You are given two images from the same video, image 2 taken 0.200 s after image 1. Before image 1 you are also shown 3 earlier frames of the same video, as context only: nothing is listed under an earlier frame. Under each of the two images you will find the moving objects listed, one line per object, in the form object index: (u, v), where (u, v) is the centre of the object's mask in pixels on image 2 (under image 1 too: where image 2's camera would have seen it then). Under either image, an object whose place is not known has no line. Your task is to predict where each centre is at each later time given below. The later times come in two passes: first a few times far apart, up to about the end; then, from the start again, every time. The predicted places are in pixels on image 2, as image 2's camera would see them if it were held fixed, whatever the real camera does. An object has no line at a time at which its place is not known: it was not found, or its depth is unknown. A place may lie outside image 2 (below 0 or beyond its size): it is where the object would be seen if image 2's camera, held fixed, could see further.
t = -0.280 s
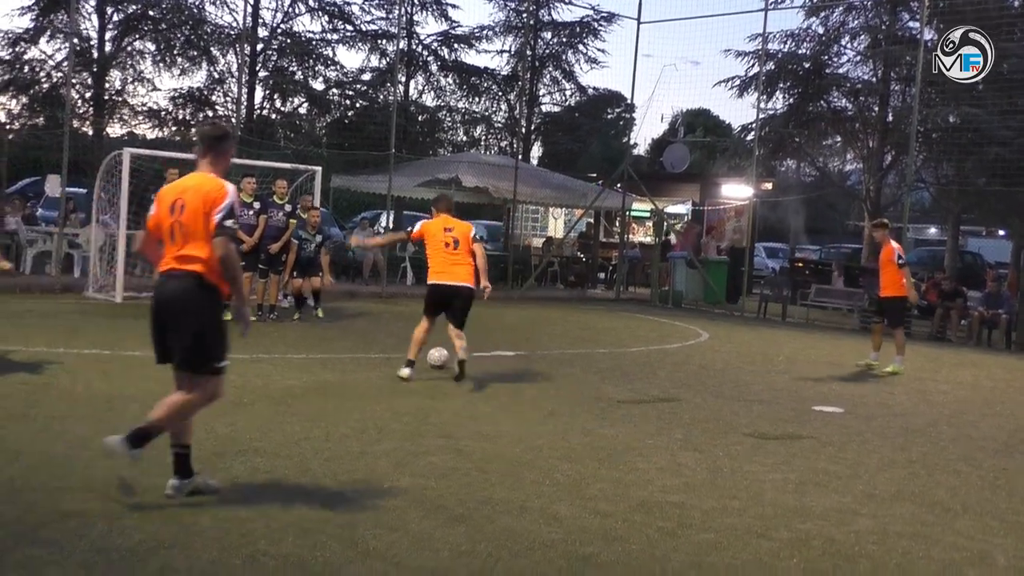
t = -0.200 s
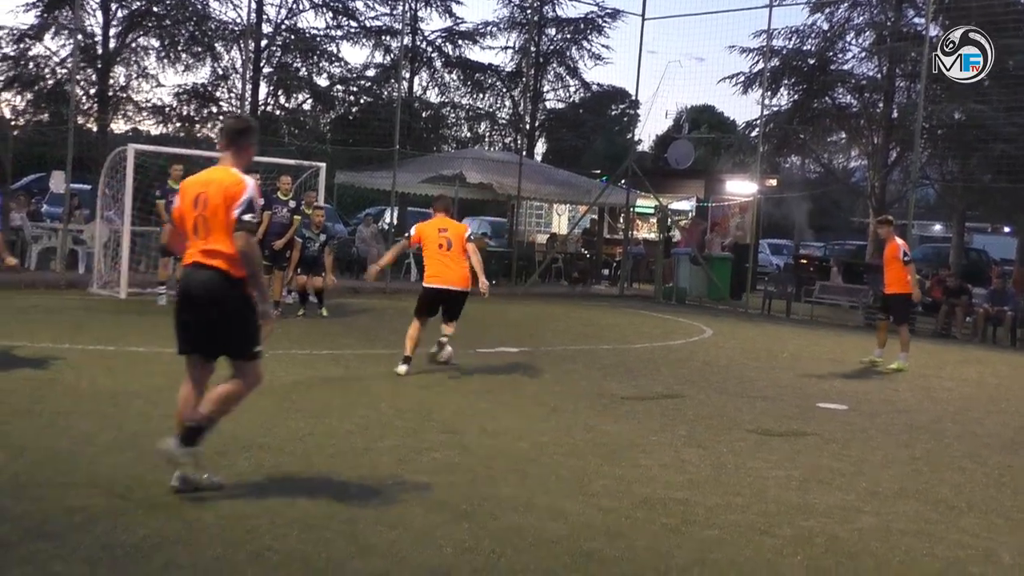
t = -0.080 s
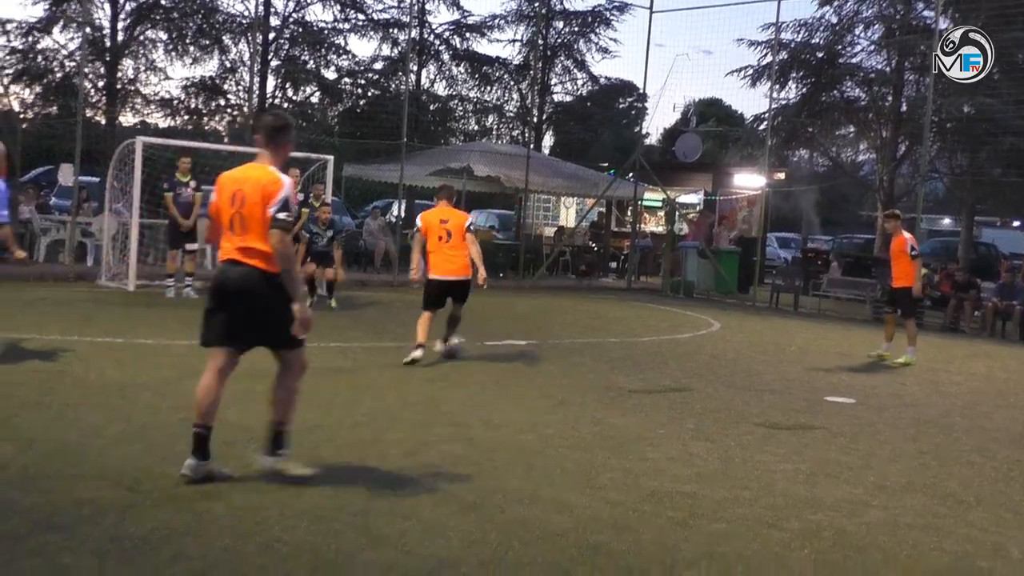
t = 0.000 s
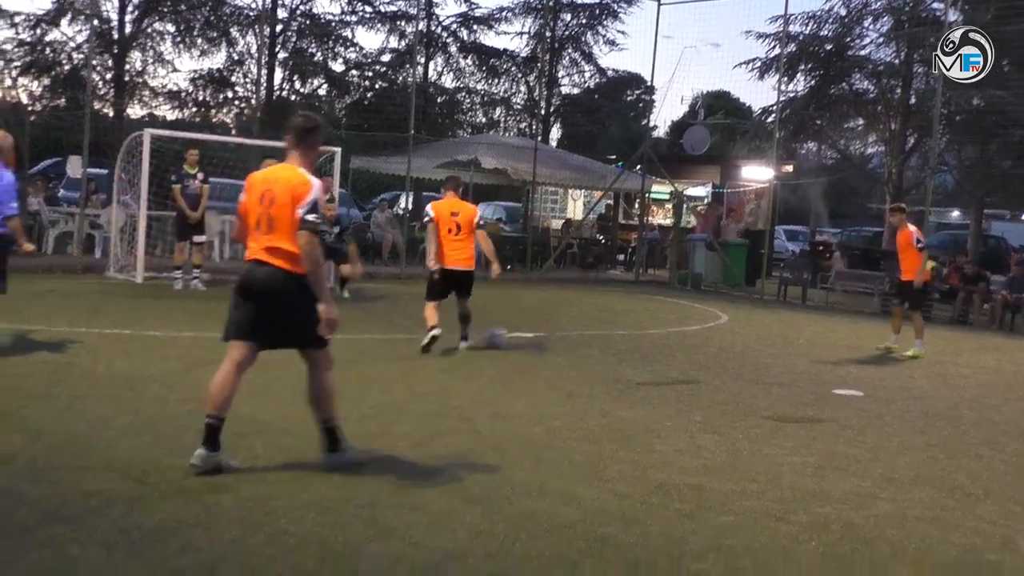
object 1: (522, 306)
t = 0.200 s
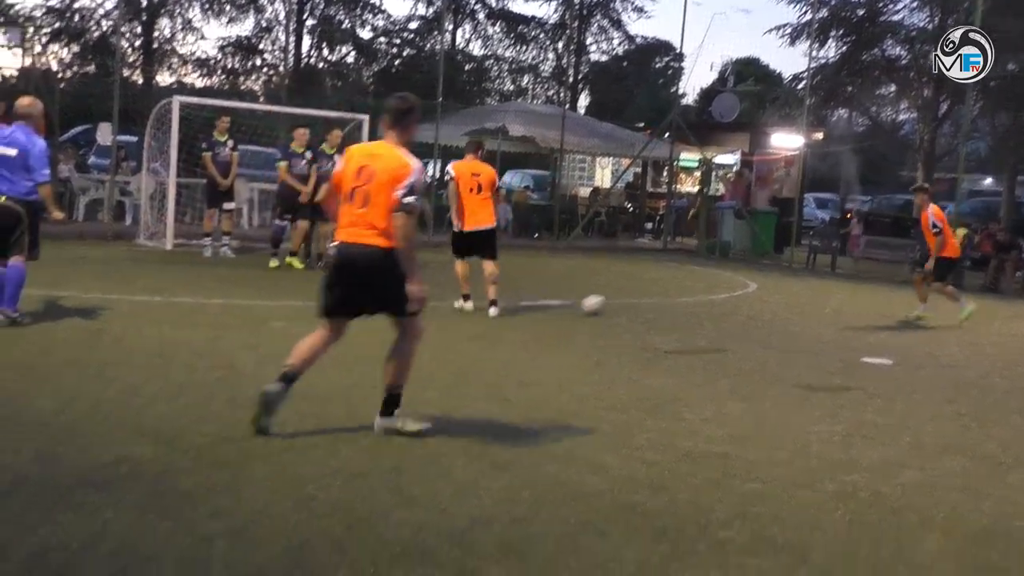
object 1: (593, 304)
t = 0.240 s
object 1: (604, 304)
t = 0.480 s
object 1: (661, 302)
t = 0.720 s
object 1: (711, 302)
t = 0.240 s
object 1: (604, 304)
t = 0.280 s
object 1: (614, 304)
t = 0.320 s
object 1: (623, 304)
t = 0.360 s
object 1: (634, 304)
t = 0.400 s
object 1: (643, 303)
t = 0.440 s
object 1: (652, 303)
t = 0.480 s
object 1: (661, 302)
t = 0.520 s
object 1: (670, 302)
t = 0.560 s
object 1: (678, 302)
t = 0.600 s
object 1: (686, 302)
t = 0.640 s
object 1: (695, 302)
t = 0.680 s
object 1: (703, 302)
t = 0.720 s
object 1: (711, 302)
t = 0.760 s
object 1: (719, 302)
